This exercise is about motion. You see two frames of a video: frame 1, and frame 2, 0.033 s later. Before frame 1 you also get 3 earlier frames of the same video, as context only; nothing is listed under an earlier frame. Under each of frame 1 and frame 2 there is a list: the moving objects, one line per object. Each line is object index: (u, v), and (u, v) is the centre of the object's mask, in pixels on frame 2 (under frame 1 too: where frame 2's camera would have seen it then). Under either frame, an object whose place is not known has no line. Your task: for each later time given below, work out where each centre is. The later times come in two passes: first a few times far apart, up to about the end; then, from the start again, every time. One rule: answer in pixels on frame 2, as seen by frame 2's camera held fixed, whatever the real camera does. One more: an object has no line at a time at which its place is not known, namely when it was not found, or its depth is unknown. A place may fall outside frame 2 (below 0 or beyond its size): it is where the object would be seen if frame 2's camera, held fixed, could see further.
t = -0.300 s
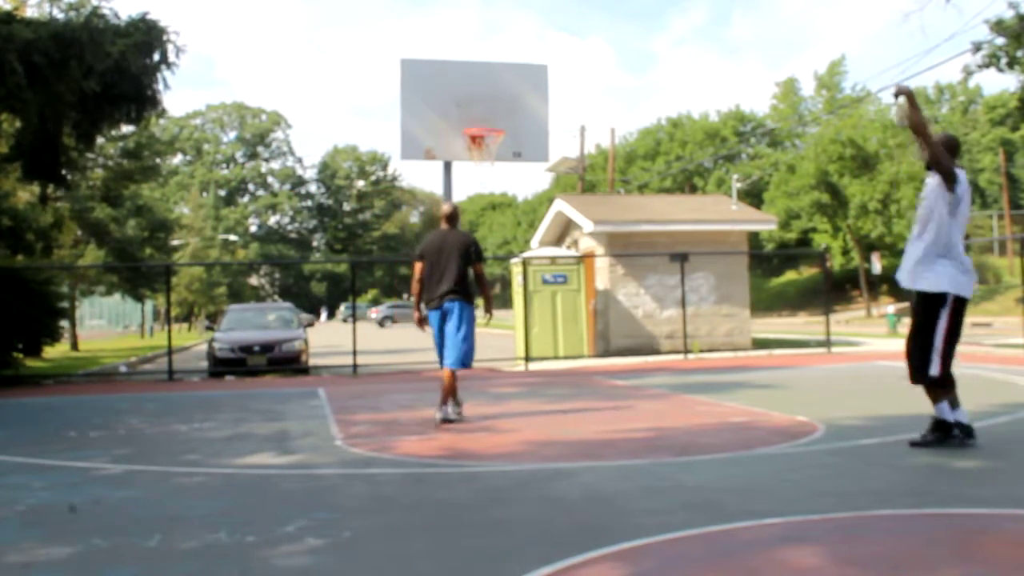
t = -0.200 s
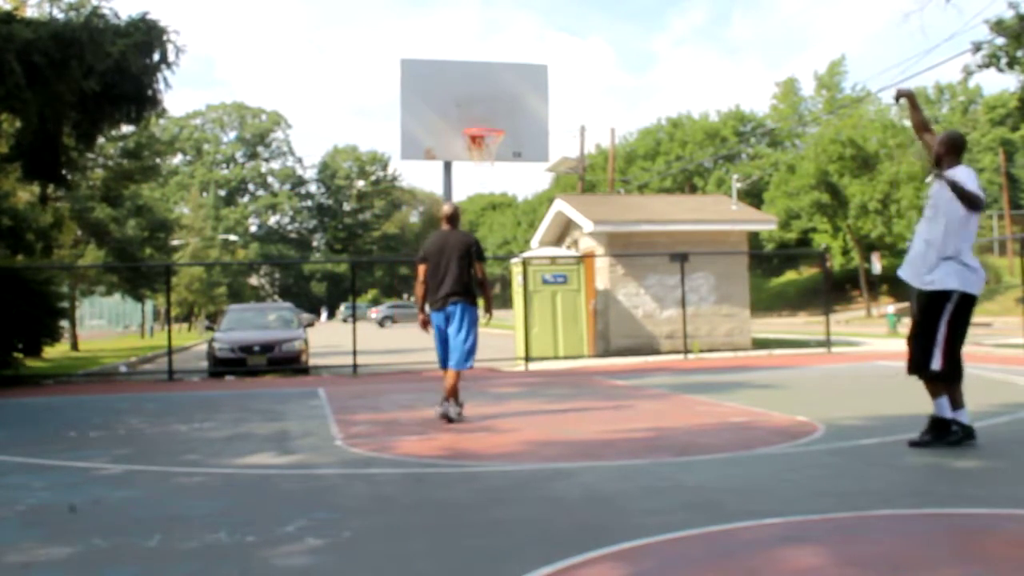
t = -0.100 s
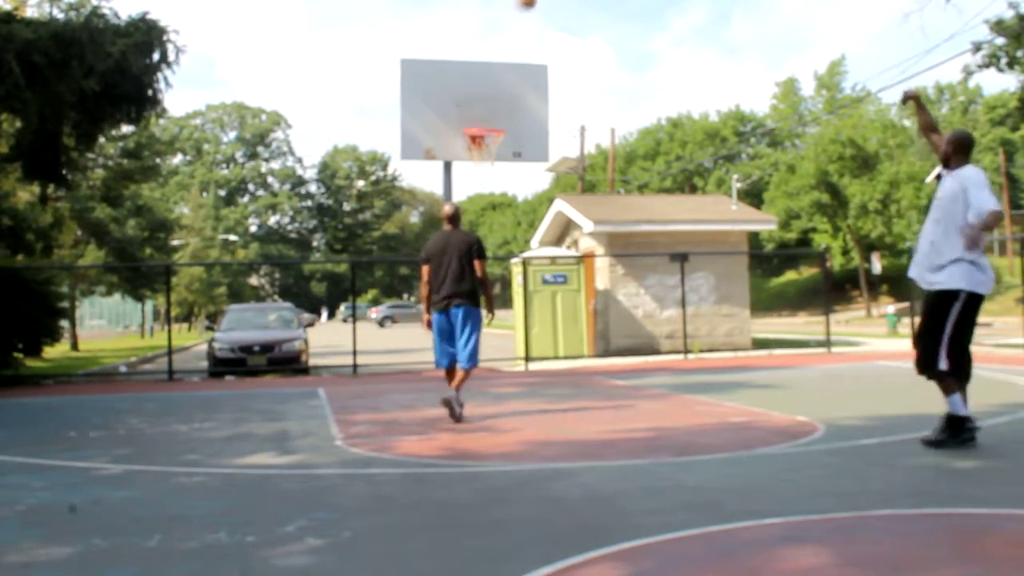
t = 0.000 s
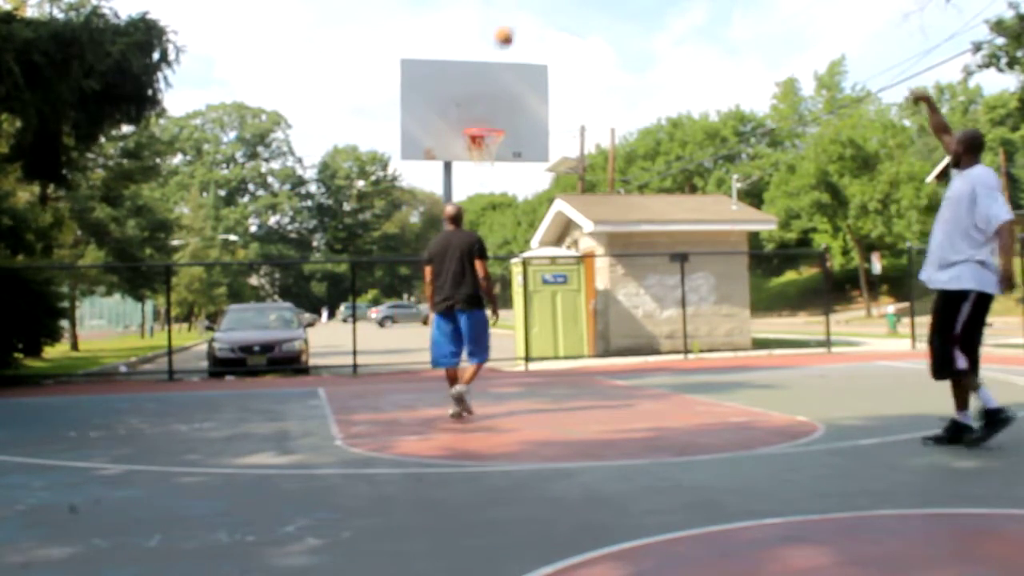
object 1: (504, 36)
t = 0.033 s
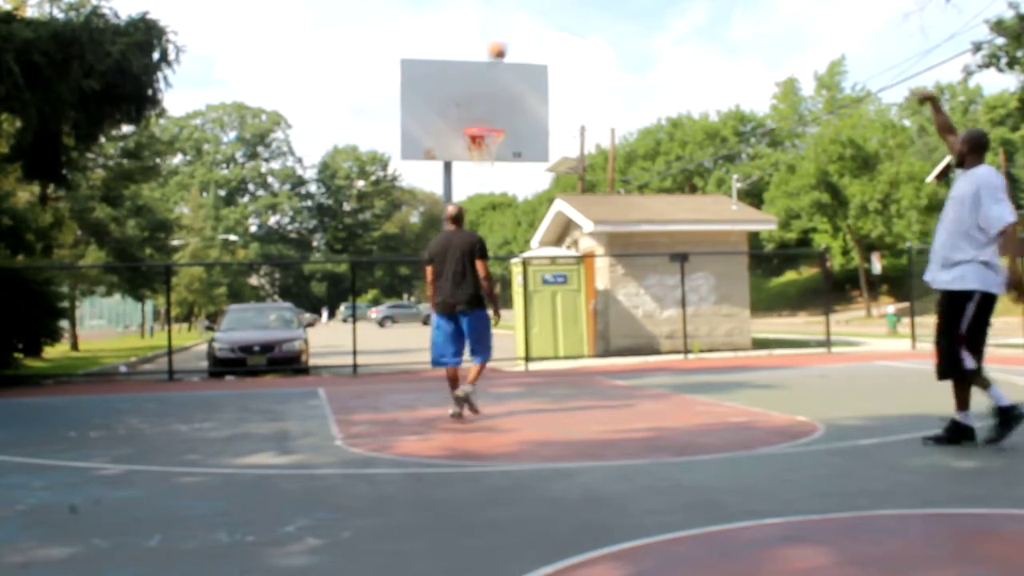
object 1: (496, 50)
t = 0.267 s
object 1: (450, 103)
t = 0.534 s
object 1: (402, 85)
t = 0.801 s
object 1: (354, 121)
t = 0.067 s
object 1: (488, 67)
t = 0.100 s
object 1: (481, 81)
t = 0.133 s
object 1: (475, 96)
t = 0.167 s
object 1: (469, 112)
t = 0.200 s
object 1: (462, 117)
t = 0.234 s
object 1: (456, 110)
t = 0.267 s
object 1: (450, 103)
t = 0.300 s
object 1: (443, 98)
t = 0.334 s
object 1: (437, 93)
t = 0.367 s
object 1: (431, 89)
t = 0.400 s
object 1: (425, 86)
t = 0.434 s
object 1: (419, 84)
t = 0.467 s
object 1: (413, 83)
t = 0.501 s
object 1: (408, 83)
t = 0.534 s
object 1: (402, 85)
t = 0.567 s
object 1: (396, 86)
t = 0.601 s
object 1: (389, 89)
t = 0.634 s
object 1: (383, 92)
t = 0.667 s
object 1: (378, 96)
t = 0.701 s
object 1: (372, 101)
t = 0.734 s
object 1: (366, 106)
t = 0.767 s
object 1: (360, 113)
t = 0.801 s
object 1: (354, 121)
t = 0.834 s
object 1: (349, 130)
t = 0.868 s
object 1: (343, 140)
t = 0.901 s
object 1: (337, 151)
